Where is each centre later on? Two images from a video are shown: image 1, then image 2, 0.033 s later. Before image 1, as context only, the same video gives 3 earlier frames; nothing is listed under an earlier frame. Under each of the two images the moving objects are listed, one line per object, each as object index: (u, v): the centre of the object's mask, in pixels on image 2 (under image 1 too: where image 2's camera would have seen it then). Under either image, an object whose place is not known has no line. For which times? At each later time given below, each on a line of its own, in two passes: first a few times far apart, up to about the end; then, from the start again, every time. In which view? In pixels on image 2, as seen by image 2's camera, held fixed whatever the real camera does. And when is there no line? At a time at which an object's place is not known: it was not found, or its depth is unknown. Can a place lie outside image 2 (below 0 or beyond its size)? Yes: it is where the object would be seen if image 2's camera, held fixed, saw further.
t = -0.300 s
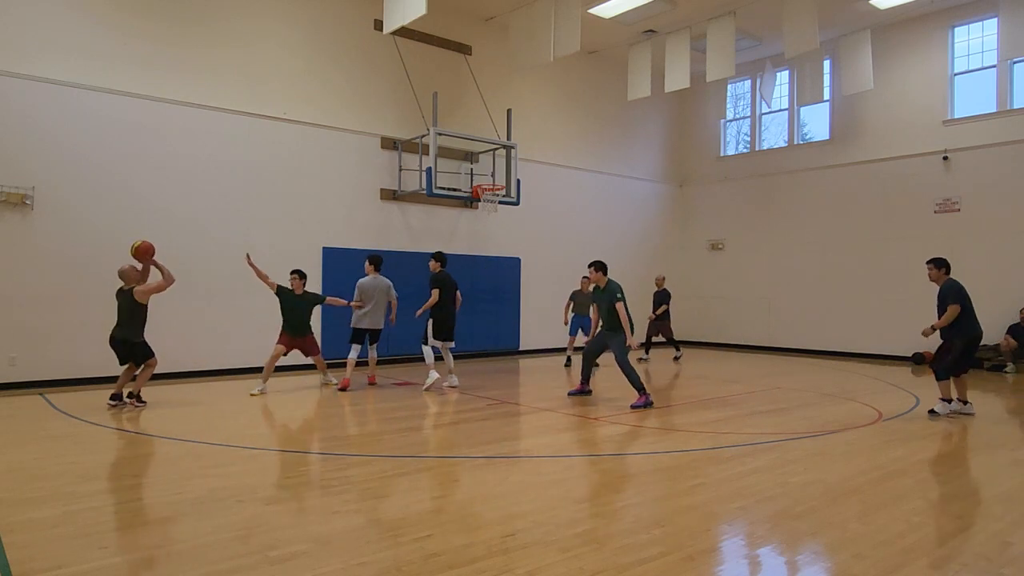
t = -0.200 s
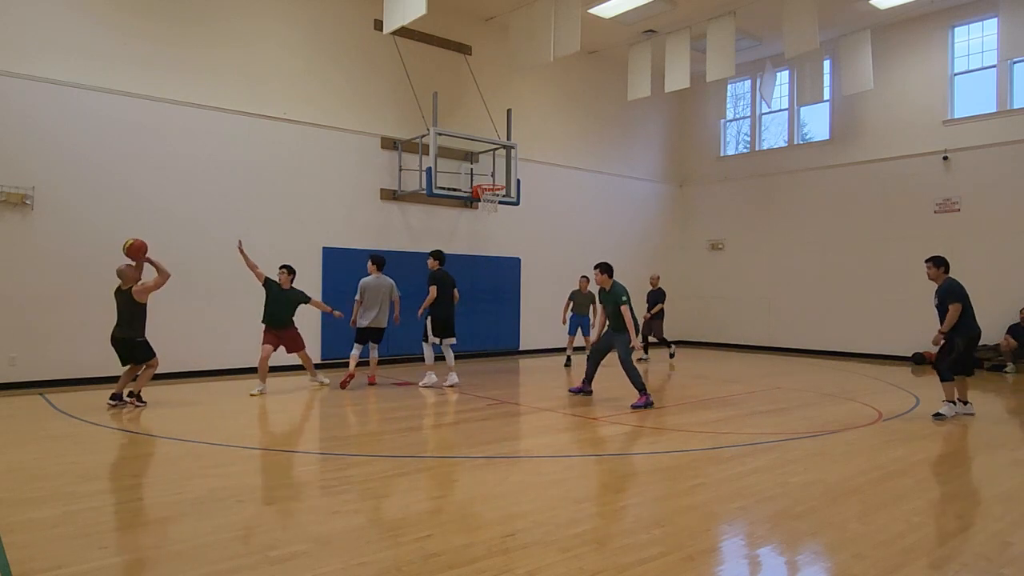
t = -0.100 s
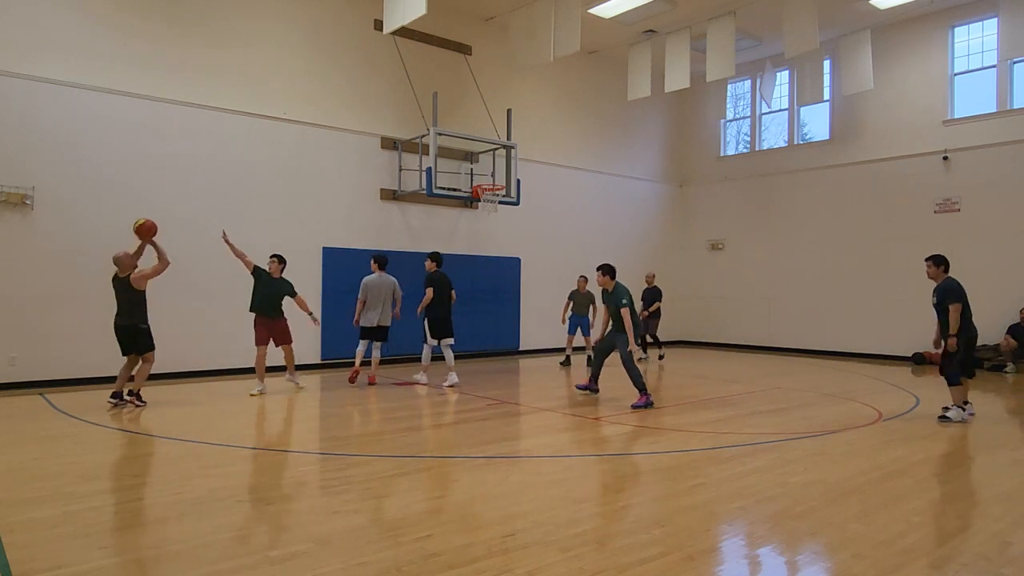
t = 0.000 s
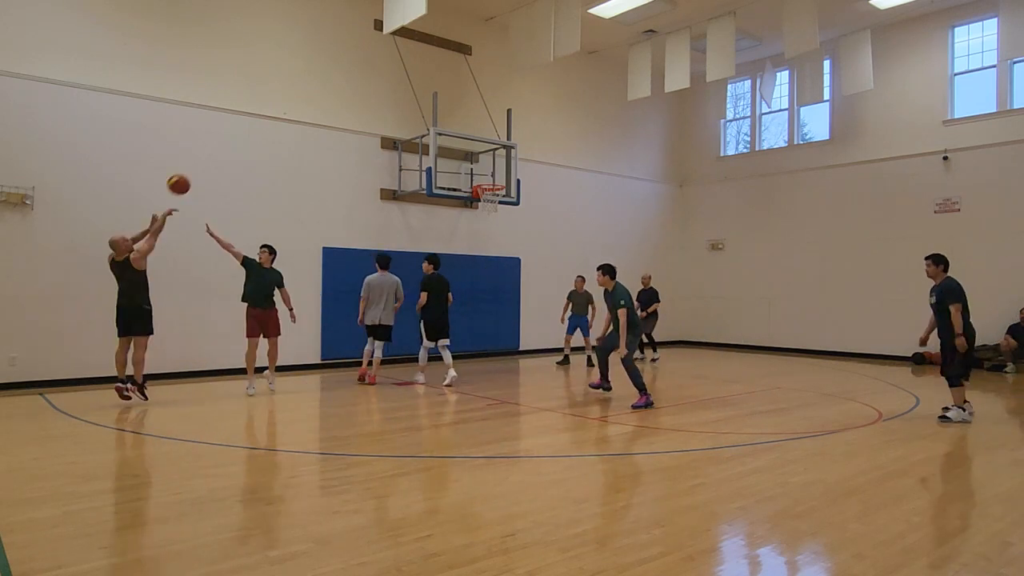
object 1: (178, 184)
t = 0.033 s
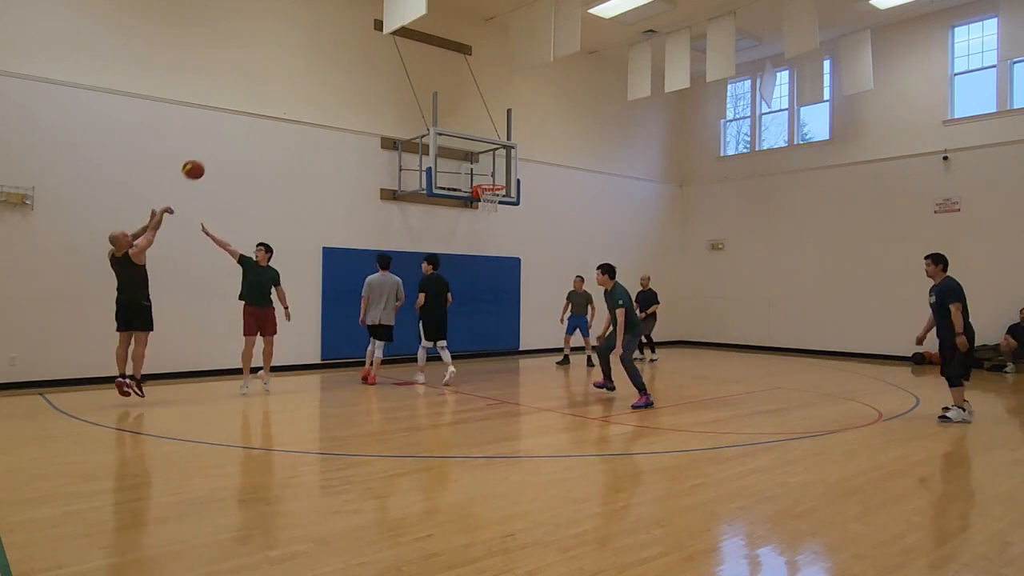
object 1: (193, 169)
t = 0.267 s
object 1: (283, 101)
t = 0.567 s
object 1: (374, 83)
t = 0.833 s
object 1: (440, 117)
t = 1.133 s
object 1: (499, 195)
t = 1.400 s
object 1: (497, 215)
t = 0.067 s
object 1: (207, 156)
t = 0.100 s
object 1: (221, 144)
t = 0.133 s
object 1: (234, 133)
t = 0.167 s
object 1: (247, 123)
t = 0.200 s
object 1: (259, 115)
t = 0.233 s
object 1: (271, 108)
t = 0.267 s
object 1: (283, 101)
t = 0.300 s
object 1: (294, 95)
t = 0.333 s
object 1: (305, 91)
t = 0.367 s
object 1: (316, 87)
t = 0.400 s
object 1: (326, 85)
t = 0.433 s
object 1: (336, 82)
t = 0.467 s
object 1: (346, 82)
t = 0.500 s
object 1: (356, 81)
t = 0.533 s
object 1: (365, 82)
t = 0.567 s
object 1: (374, 83)
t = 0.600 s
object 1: (383, 85)
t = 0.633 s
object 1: (392, 88)
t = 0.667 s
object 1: (400, 91)
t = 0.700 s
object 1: (409, 95)
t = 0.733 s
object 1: (417, 99)
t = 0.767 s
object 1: (424, 104)
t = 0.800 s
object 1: (432, 110)
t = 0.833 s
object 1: (440, 117)
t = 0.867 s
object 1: (447, 124)
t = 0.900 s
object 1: (454, 131)
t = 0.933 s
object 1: (461, 139)
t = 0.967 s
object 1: (467, 147)
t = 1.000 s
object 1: (474, 157)
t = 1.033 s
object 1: (481, 165)
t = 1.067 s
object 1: (487, 175)
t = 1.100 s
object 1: (493, 185)
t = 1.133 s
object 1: (499, 195)
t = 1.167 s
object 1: (501, 198)
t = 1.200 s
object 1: (500, 201)
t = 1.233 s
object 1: (500, 202)
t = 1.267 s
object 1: (500, 203)
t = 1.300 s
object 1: (500, 205)
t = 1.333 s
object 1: (499, 208)
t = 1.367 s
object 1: (498, 211)
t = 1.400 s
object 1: (497, 215)
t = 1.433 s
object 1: (496, 219)
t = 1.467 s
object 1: (496, 224)
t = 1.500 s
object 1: (495, 230)
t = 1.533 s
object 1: (494, 237)
